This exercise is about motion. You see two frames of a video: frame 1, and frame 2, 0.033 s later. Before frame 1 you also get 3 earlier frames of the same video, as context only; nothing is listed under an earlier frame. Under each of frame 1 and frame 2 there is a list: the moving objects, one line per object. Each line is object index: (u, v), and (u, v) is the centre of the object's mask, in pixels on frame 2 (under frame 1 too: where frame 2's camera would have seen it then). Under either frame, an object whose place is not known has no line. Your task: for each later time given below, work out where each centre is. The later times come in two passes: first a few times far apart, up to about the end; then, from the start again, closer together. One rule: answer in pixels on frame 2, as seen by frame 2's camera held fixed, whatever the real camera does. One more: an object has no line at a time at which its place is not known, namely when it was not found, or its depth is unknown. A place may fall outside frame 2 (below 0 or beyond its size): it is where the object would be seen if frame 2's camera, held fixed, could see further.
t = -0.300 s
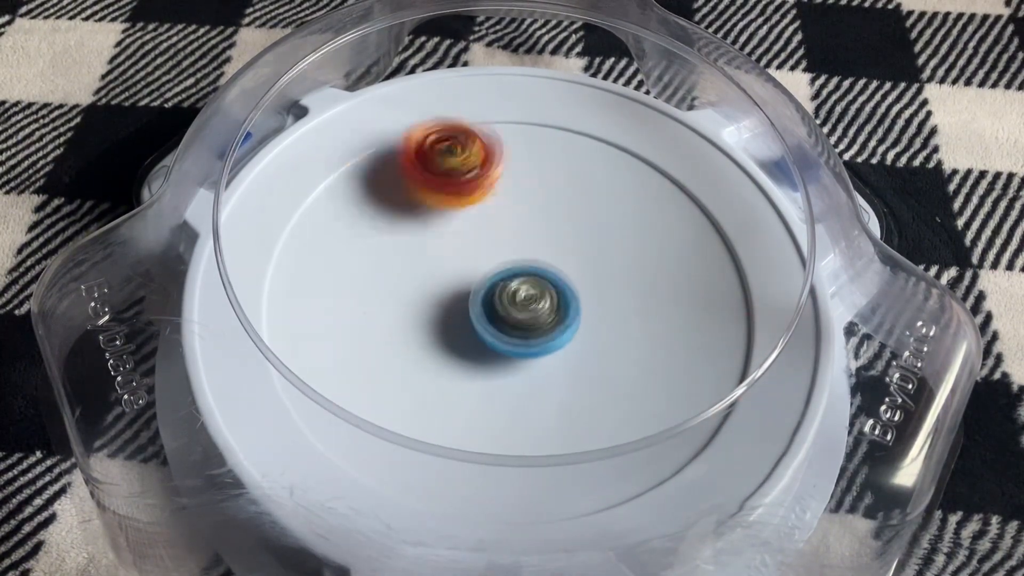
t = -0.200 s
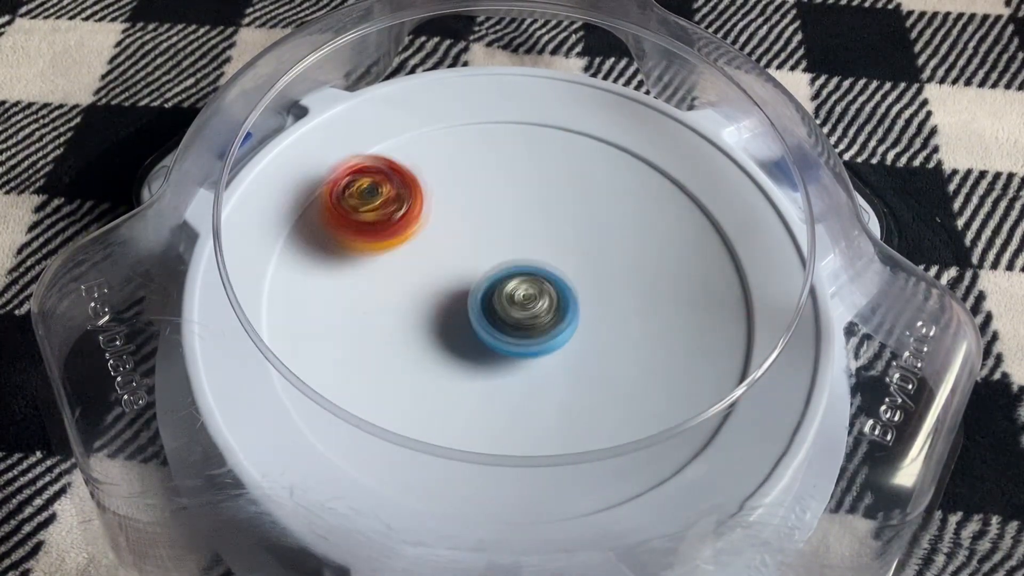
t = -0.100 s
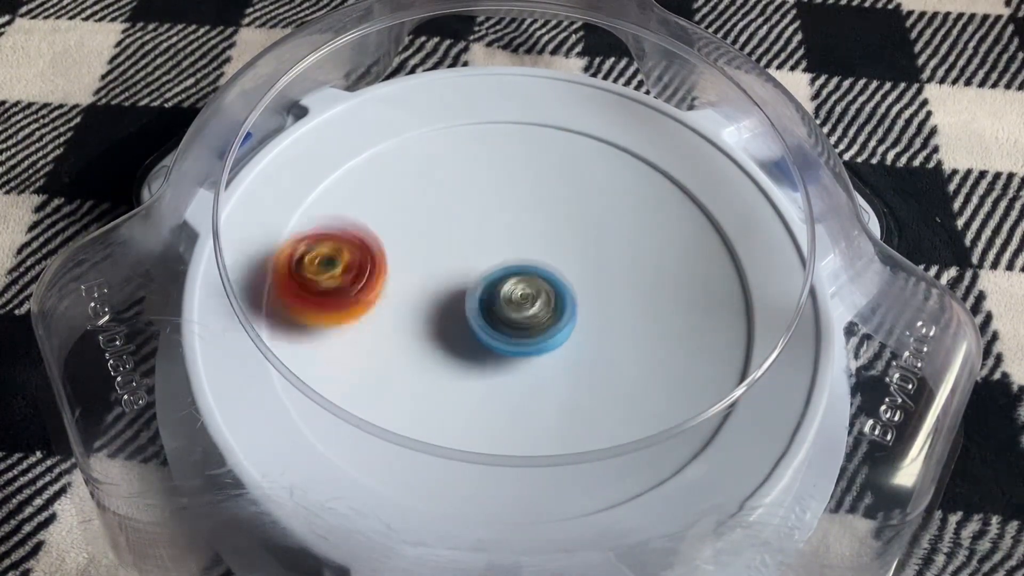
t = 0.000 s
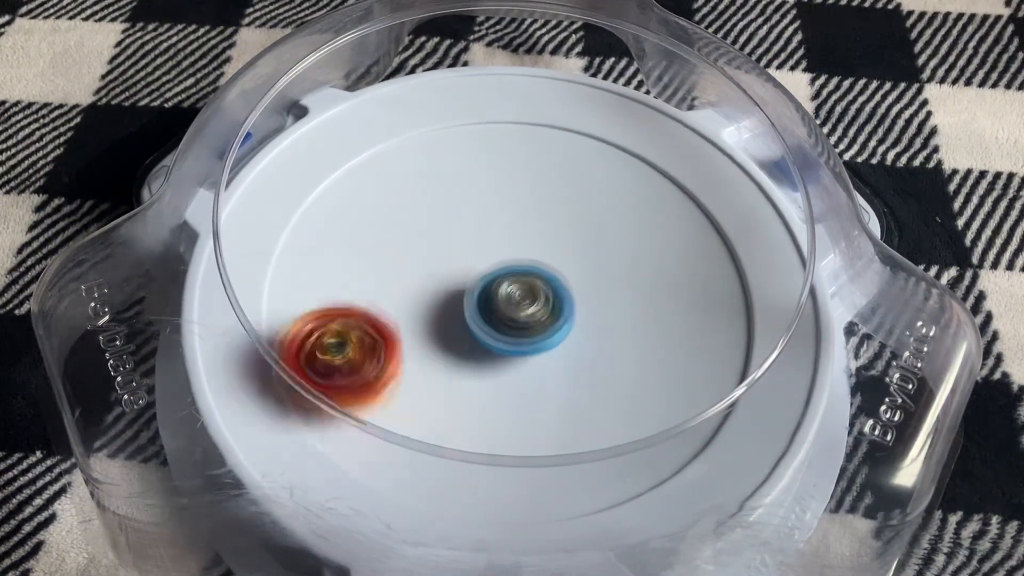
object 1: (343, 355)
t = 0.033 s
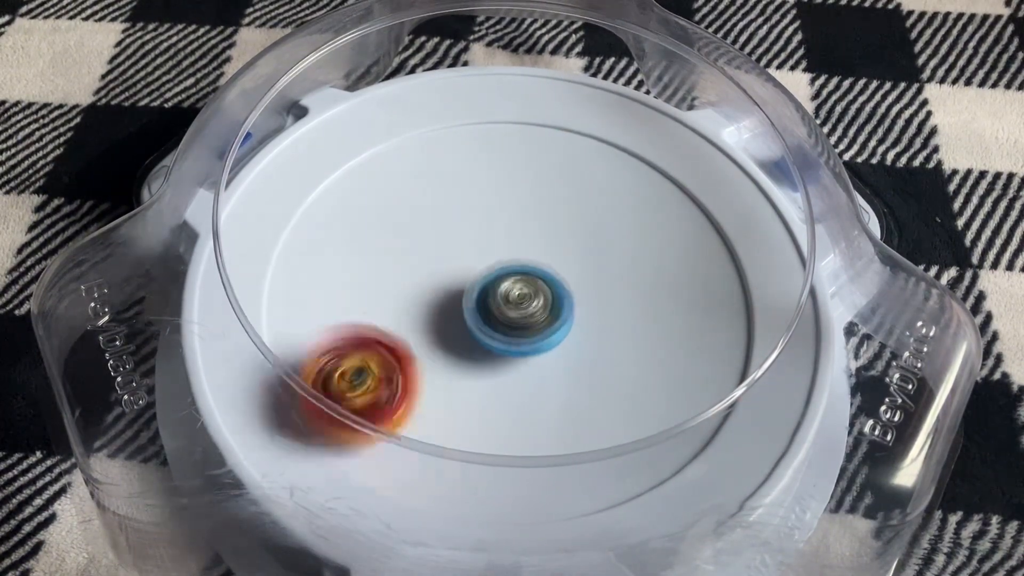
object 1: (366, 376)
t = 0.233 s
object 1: (558, 456)
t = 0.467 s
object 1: (706, 319)
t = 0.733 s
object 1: (567, 170)
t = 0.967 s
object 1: (375, 212)
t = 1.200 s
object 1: (368, 377)
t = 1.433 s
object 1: (588, 443)
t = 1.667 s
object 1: (693, 291)
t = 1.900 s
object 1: (564, 171)
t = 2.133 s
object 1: (380, 215)
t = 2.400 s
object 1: (400, 396)
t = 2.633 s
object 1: (620, 426)
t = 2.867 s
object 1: (682, 271)
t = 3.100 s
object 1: (533, 174)
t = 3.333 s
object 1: (366, 237)
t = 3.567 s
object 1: (402, 394)
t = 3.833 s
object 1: (636, 396)
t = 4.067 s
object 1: (668, 249)
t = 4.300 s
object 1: (509, 177)
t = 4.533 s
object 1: (362, 267)
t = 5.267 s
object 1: (646, 234)
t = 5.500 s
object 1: (484, 182)
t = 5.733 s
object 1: (362, 287)
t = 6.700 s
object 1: (461, 195)
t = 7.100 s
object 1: (434, 400)
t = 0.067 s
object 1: (382, 408)
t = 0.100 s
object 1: (413, 429)
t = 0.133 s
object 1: (444, 446)
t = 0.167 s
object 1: (482, 455)
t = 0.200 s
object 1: (520, 456)
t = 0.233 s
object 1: (558, 456)
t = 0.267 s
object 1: (593, 448)
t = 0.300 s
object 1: (628, 434)
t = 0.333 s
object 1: (650, 414)
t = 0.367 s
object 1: (669, 386)
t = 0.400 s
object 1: (687, 367)
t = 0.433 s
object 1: (700, 344)
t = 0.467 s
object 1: (706, 319)
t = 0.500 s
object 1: (703, 292)
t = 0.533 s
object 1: (697, 267)
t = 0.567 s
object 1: (683, 244)
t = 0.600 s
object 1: (667, 223)
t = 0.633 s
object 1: (645, 204)
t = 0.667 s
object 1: (621, 190)
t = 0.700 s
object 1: (596, 178)
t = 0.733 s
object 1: (567, 170)
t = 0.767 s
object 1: (538, 164)
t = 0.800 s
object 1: (507, 162)
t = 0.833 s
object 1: (479, 166)
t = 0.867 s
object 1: (449, 172)
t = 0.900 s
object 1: (423, 183)
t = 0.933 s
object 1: (398, 197)
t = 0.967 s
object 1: (375, 212)
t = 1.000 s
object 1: (357, 234)
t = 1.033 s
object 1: (342, 256)
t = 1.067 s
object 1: (335, 281)
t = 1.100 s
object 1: (331, 308)
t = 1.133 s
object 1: (335, 335)
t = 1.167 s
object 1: (349, 359)
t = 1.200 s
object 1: (368, 377)
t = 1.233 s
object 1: (385, 411)
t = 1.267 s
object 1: (414, 428)
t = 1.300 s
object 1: (447, 442)
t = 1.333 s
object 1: (480, 452)
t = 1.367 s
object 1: (518, 455)
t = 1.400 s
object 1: (555, 451)
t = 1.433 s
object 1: (588, 443)
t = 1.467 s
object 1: (619, 428)
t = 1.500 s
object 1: (644, 411)
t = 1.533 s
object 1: (659, 386)
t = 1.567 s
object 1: (681, 365)
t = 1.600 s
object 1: (692, 343)
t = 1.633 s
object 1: (694, 316)
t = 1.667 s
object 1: (693, 291)
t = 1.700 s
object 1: (685, 267)
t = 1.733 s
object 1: (674, 244)
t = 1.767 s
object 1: (658, 224)
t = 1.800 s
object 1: (638, 205)
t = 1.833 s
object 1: (615, 191)
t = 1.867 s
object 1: (591, 180)
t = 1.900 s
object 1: (564, 171)
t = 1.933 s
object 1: (537, 165)
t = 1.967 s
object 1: (508, 165)
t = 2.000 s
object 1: (480, 167)
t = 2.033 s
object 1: (451, 174)
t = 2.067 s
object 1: (424, 185)
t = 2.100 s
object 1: (402, 199)
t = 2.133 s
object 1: (380, 215)
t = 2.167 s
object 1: (363, 236)
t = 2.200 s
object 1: (351, 258)
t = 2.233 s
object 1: (344, 283)
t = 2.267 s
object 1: (341, 310)
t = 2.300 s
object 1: (344, 337)
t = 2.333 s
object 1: (358, 359)
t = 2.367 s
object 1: (377, 380)
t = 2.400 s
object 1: (400, 396)
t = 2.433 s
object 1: (425, 425)
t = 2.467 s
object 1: (453, 438)
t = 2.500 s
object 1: (487, 447)
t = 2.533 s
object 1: (522, 450)
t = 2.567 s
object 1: (558, 449)
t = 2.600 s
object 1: (589, 441)
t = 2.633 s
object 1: (620, 426)
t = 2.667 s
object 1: (645, 409)
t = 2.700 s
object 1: (661, 385)
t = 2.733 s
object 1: (678, 366)
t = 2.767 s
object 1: (691, 346)
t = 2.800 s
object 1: (692, 319)
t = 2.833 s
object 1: (688, 294)
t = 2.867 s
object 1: (682, 271)
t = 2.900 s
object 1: (669, 249)
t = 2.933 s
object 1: (652, 228)
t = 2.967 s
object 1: (634, 213)
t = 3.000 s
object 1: (611, 198)
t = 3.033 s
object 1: (586, 187)
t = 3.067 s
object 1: (561, 180)
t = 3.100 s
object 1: (533, 174)
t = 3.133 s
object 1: (505, 173)
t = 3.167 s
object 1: (478, 176)
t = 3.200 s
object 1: (451, 180)
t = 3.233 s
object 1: (426, 191)
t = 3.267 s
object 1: (403, 203)
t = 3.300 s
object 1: (382, 218)
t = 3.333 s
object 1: (366, 237)
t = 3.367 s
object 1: (354, 260)
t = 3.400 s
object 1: (347, 282)
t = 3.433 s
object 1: (344, 309)
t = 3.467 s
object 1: (346, 335)
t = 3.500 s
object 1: (359, 358)
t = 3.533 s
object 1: (379, 378)
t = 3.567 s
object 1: (402, 394)
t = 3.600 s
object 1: (426, 416)
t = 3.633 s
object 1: (458, 432)
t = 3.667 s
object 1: (488, 438)
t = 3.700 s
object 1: (521, 441)
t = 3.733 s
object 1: (556, 439)
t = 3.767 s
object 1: (589, 431)
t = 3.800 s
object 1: (610, 409)
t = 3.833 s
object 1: (636, 396)
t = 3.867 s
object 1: (658, 381)
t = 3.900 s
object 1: (675, 364)
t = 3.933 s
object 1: (684, 341)
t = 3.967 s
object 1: (687, 316)
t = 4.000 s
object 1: (687, 293)
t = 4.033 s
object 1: (680, 270)
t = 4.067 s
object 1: (668, 249)
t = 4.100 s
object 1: (654, 230)
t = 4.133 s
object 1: (635, 213)
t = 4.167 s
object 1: (612, 200)
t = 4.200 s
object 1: (588, 189)
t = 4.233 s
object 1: (562, 183)
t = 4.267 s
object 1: (535, 178)
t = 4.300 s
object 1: (509, 177)
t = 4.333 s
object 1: (482, 181)
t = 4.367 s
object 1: (456, 187)
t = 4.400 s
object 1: (431, 197)
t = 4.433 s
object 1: (409, 211)
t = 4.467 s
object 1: (391, 226)
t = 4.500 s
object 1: (375, 244)
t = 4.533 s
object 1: (362, 267)
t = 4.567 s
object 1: (355, 290)
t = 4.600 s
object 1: (352, 313)
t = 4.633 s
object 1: (356, 340)
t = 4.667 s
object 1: (368, 361)
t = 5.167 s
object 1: (676, 294)
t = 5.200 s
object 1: (669, 273)
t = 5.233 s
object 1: (659, 252)
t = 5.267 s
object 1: (646, 234)
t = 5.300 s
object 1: (627, 217)
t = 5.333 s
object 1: (608, 204)
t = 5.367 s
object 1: (584, 193)
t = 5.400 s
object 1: (561, 186)
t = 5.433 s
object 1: (536, 181)
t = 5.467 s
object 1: (509, 180)
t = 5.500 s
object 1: (484, 182)
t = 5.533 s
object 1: (460, 187)
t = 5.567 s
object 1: (436, 197)
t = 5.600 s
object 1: (416, 209)
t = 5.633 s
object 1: (395, 224)
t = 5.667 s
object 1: (380, 243)
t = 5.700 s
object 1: (370, 264)
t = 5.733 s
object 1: (362, 287)
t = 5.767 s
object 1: (362, 310)
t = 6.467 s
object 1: (625, 224)
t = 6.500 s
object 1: (604, 212)
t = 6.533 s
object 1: (582, 201)
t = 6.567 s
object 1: (558, 195)
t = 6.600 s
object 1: (534, 190)
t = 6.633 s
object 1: (508, 189)
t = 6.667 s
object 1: (484, 191)
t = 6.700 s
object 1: (461, 195)
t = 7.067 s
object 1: (410, 386)
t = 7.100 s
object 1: (434, 400)
